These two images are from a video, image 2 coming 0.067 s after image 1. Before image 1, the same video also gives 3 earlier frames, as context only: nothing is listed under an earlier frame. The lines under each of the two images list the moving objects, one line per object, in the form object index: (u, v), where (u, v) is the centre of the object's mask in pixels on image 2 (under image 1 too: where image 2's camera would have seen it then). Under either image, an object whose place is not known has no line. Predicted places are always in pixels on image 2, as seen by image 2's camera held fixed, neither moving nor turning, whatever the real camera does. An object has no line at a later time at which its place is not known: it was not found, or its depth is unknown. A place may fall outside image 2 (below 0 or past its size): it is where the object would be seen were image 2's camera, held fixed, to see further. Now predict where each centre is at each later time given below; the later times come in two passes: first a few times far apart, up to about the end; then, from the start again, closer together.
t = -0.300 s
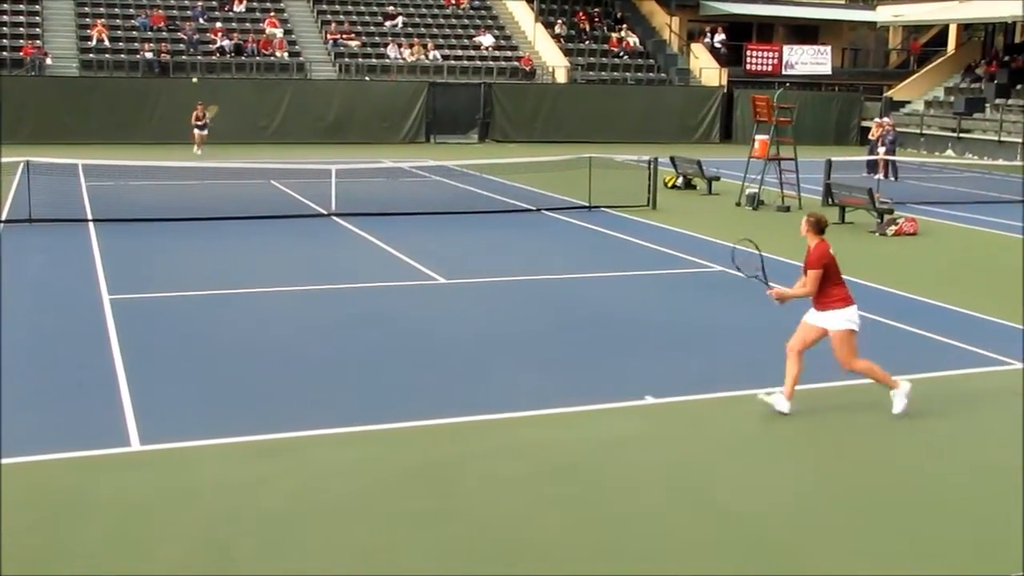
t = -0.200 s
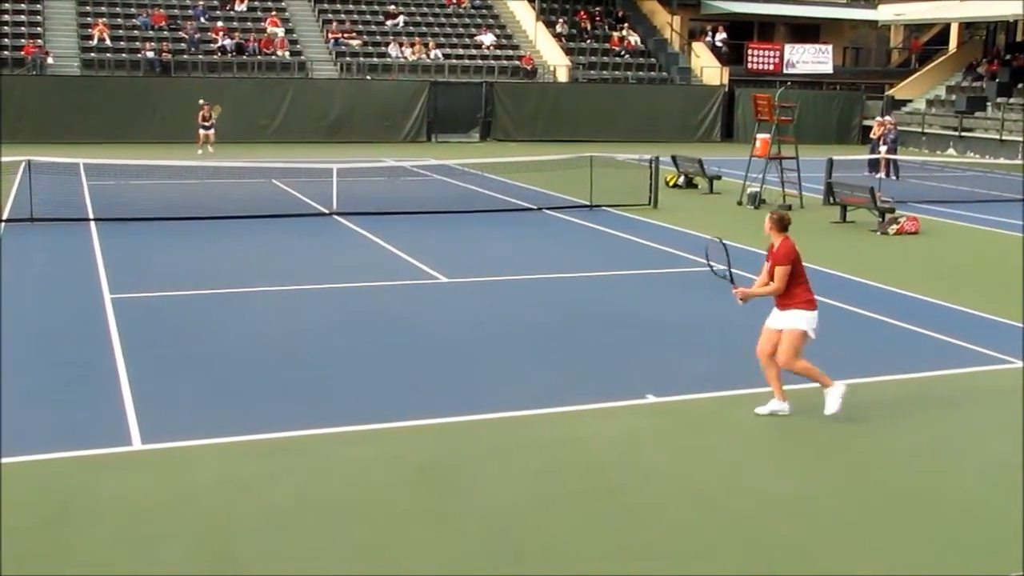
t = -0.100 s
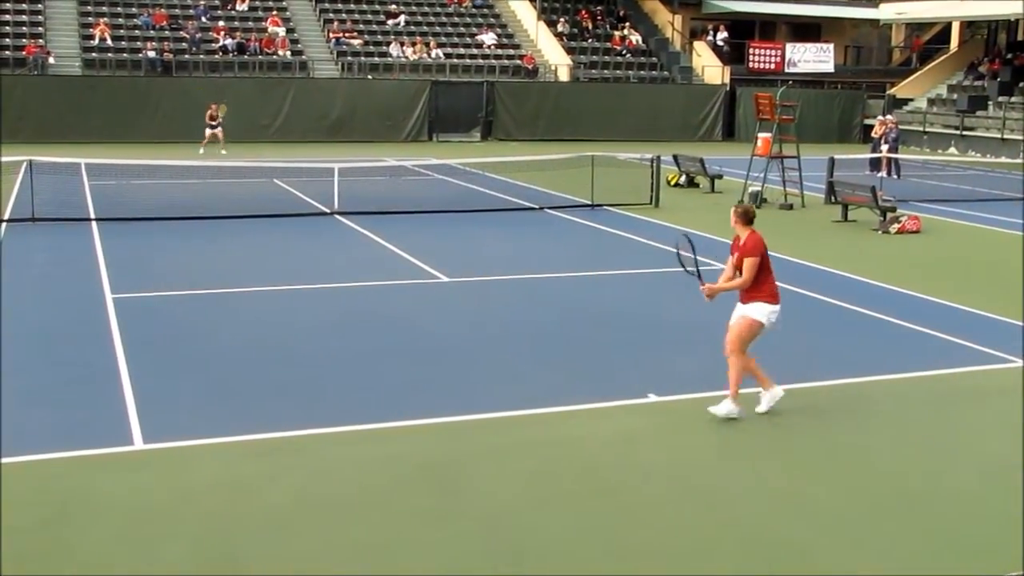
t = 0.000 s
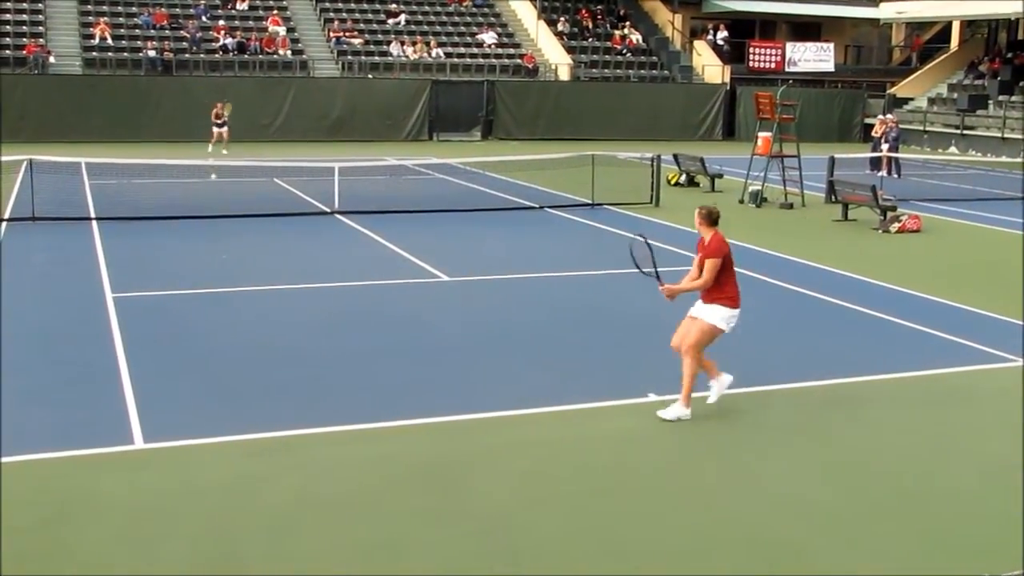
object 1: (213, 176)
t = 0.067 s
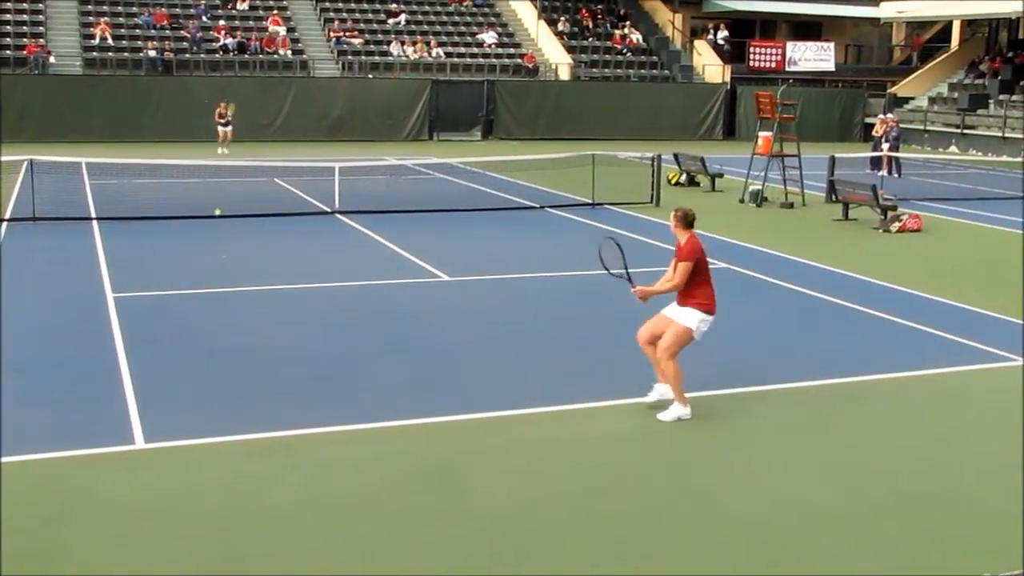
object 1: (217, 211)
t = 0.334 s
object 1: (242, 221)
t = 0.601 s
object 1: (280, 188)
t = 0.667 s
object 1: (292, 191)
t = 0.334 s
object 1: (242, 221)
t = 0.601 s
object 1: (280, 188)
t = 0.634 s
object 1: (286, 189)
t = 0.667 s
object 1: (292, 191)
